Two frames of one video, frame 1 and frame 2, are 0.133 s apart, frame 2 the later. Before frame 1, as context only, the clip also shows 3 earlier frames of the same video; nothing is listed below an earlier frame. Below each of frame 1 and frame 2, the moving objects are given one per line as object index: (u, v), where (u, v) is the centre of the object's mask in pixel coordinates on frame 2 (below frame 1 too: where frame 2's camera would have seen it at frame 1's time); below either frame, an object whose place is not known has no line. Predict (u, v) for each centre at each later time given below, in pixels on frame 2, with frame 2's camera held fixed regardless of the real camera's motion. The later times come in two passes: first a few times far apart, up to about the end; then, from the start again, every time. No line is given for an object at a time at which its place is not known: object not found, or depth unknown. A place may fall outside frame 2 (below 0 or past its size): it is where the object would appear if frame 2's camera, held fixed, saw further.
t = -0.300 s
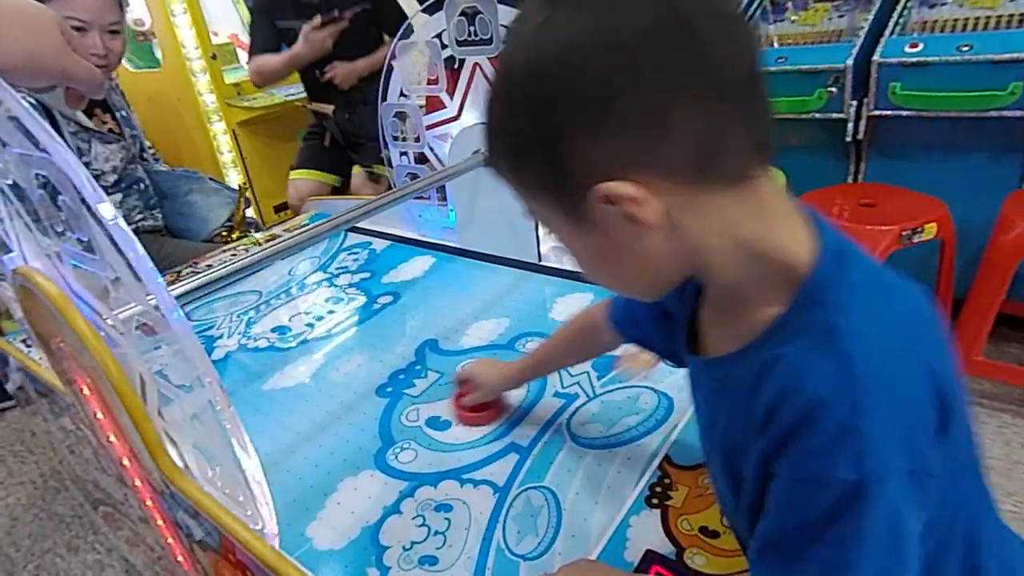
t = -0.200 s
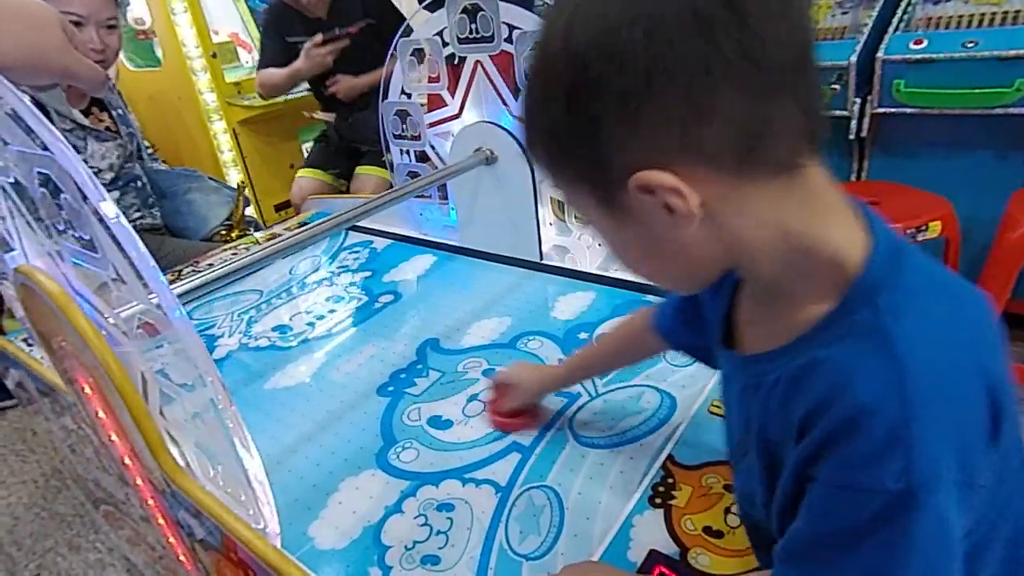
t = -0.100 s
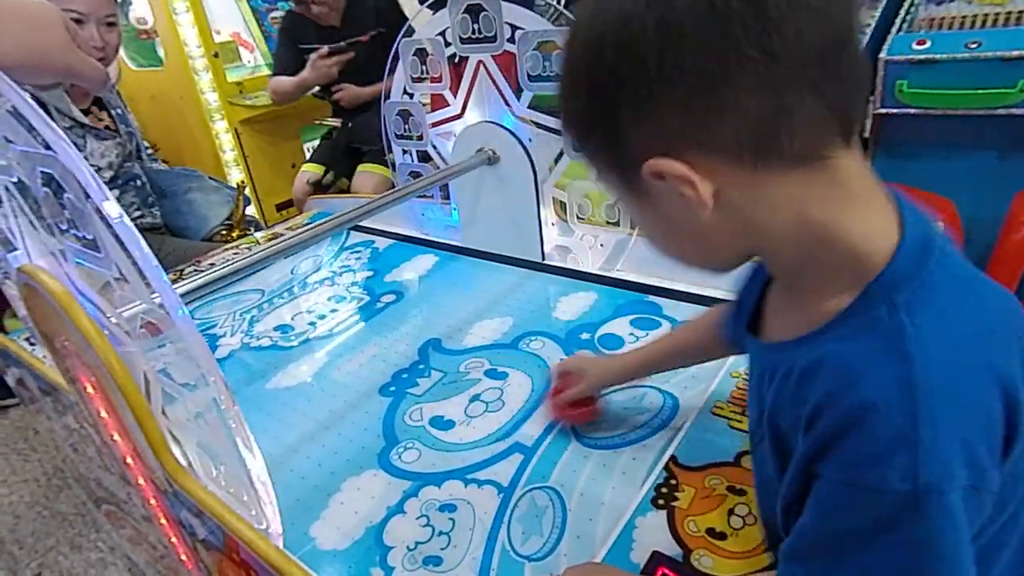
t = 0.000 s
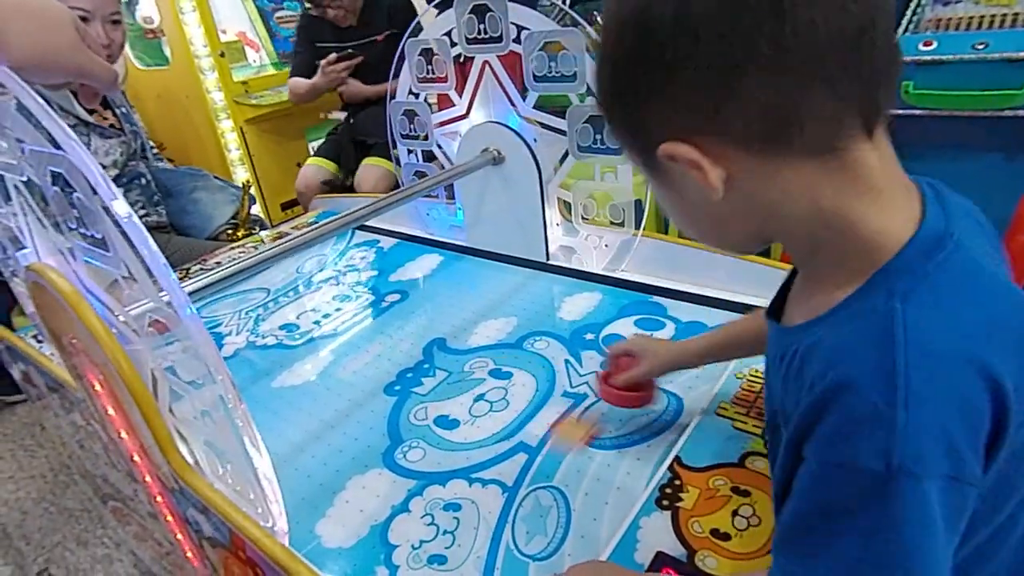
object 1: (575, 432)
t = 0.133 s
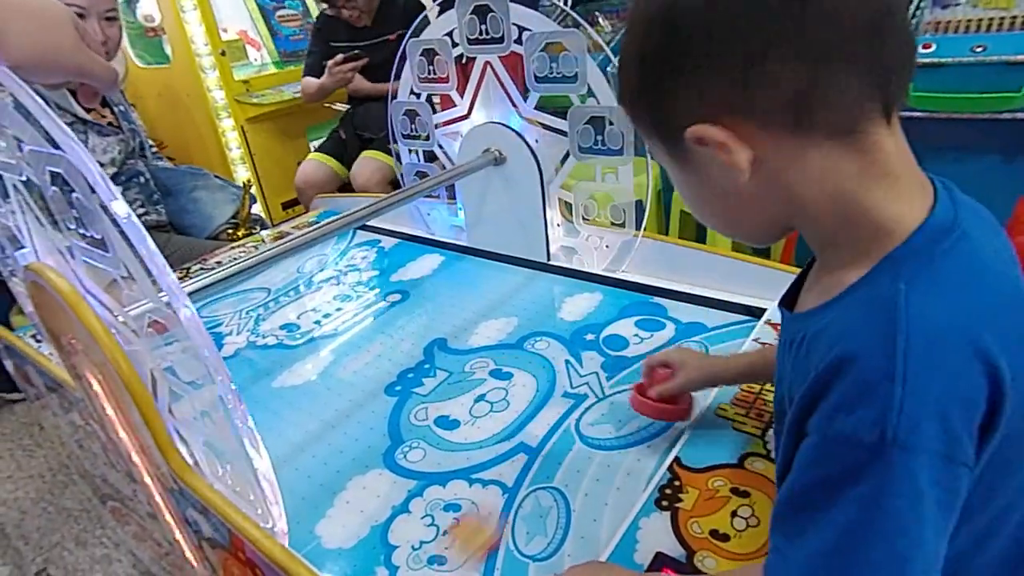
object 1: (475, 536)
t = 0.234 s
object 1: (433, 564)
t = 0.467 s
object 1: (560, 430)
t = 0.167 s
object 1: (438, 563)
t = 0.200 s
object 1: (418, 572)
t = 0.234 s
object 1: (433, 564)
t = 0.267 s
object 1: (456, 550)
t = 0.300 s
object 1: (479, 524)
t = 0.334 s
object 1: (497, 502)
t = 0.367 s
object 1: (515, 483)
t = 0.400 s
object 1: (531, 464)
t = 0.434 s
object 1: (546, 447)
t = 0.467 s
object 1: (560, 430)
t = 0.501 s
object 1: (575, 414)
